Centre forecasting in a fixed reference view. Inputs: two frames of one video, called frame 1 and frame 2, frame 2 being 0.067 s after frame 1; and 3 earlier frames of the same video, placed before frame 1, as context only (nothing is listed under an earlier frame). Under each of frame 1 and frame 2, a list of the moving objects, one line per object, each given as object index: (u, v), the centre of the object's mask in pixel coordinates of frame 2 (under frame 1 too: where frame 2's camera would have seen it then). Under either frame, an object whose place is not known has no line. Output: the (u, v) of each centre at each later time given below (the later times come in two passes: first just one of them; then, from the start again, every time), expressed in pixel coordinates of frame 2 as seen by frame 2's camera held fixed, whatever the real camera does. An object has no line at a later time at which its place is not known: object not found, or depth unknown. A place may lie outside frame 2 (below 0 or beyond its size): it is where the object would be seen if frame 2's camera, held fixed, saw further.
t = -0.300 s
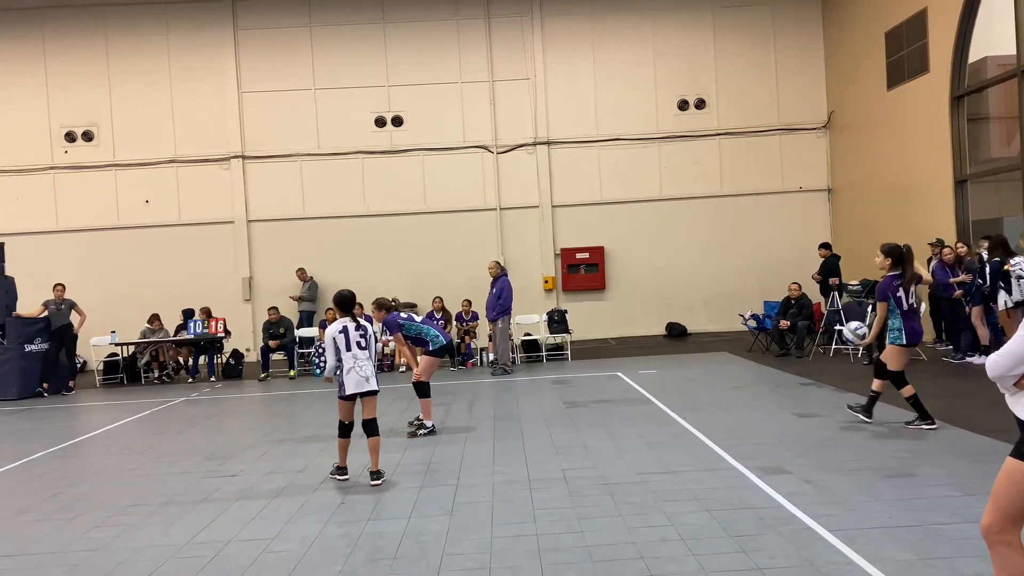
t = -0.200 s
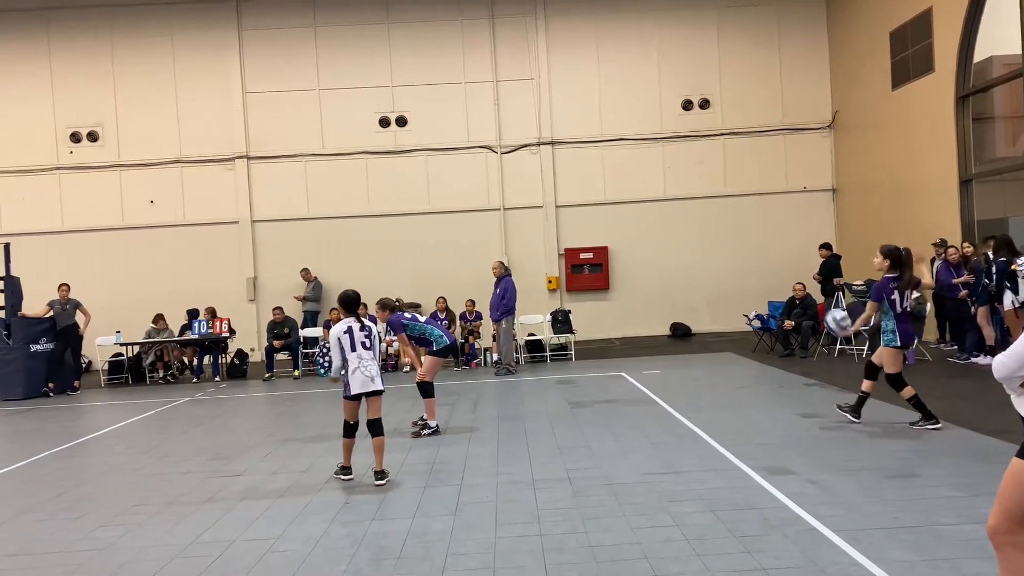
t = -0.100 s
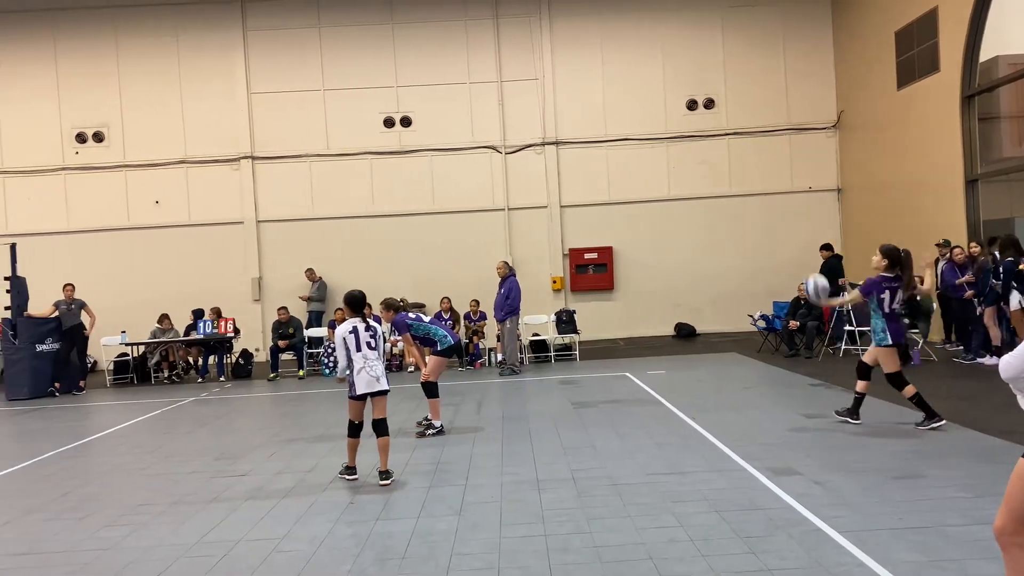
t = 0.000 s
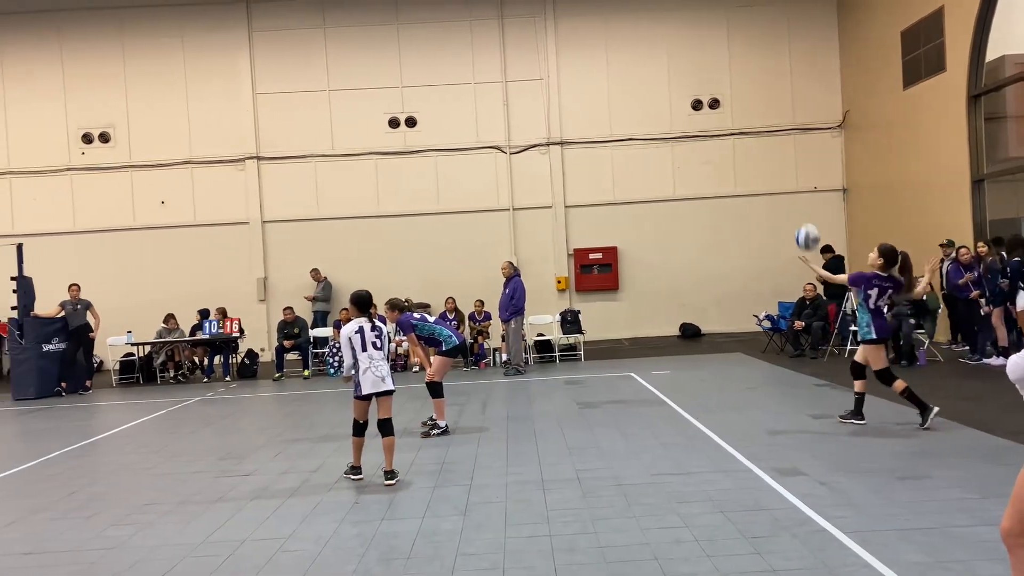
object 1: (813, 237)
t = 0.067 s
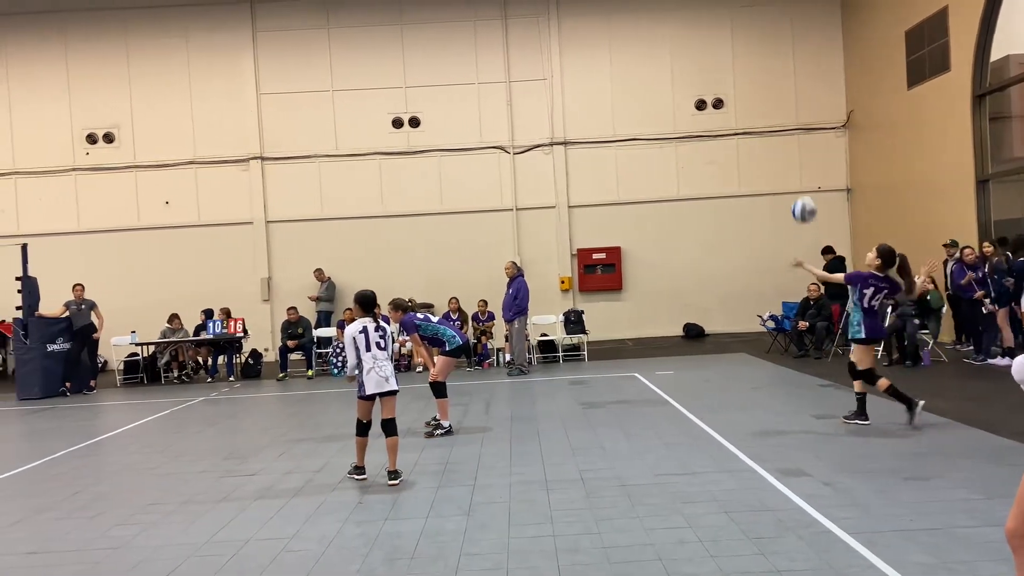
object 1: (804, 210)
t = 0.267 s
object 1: (783, 158)
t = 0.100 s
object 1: (800, 198)
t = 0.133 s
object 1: (796, 187)
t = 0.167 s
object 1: (792, 177)
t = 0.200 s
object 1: (789, 170)
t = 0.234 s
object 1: (785, 163)
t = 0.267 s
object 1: (783, 158)
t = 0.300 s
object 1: (779, 153)
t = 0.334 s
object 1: (776, 150)
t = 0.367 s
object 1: (773, 149)
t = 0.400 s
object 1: (770, 148)
